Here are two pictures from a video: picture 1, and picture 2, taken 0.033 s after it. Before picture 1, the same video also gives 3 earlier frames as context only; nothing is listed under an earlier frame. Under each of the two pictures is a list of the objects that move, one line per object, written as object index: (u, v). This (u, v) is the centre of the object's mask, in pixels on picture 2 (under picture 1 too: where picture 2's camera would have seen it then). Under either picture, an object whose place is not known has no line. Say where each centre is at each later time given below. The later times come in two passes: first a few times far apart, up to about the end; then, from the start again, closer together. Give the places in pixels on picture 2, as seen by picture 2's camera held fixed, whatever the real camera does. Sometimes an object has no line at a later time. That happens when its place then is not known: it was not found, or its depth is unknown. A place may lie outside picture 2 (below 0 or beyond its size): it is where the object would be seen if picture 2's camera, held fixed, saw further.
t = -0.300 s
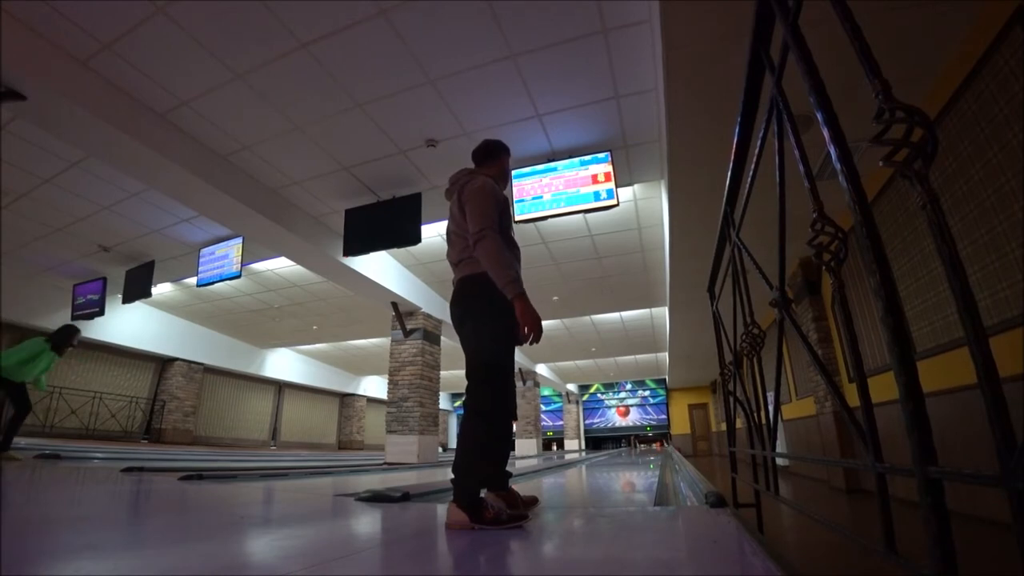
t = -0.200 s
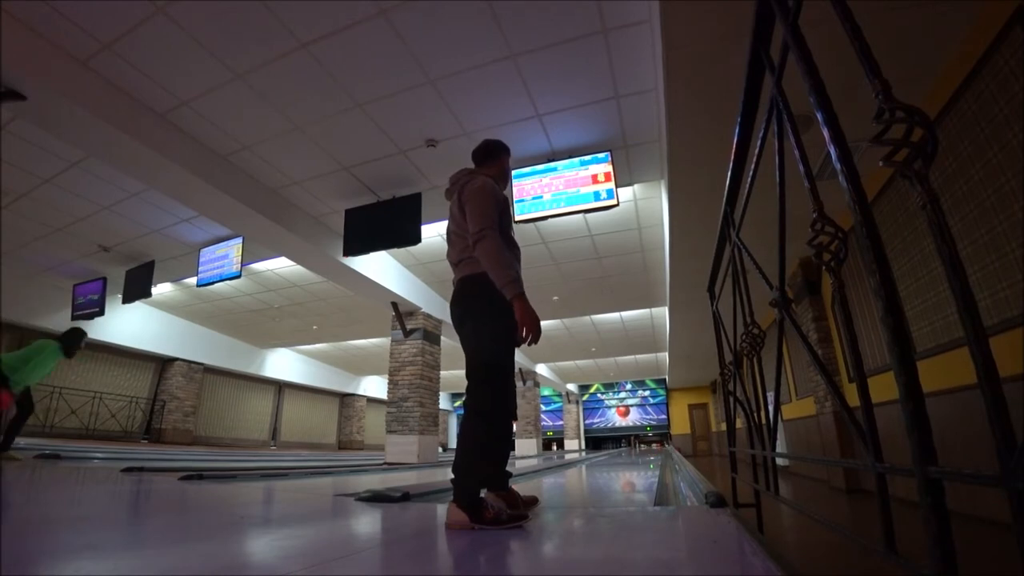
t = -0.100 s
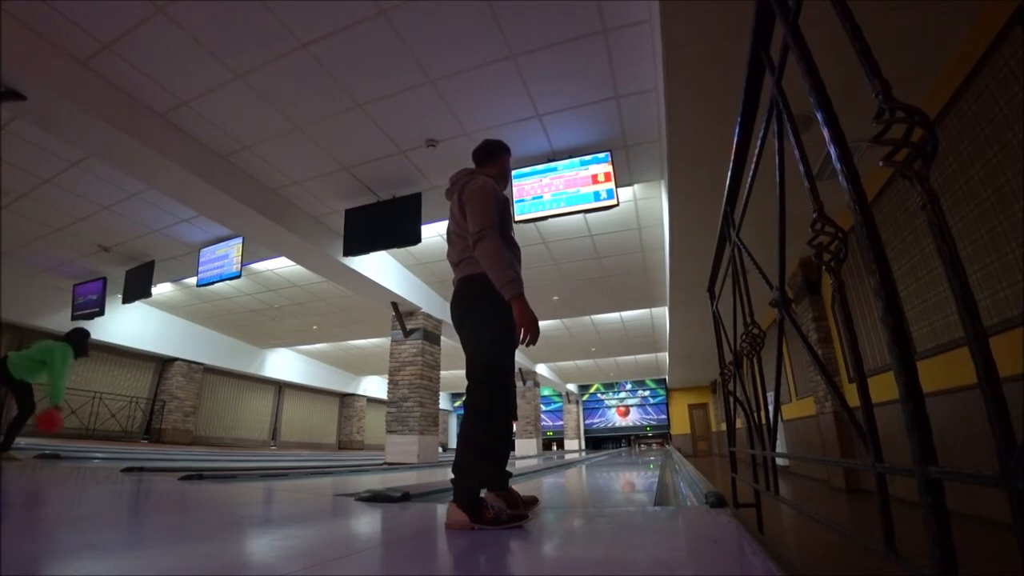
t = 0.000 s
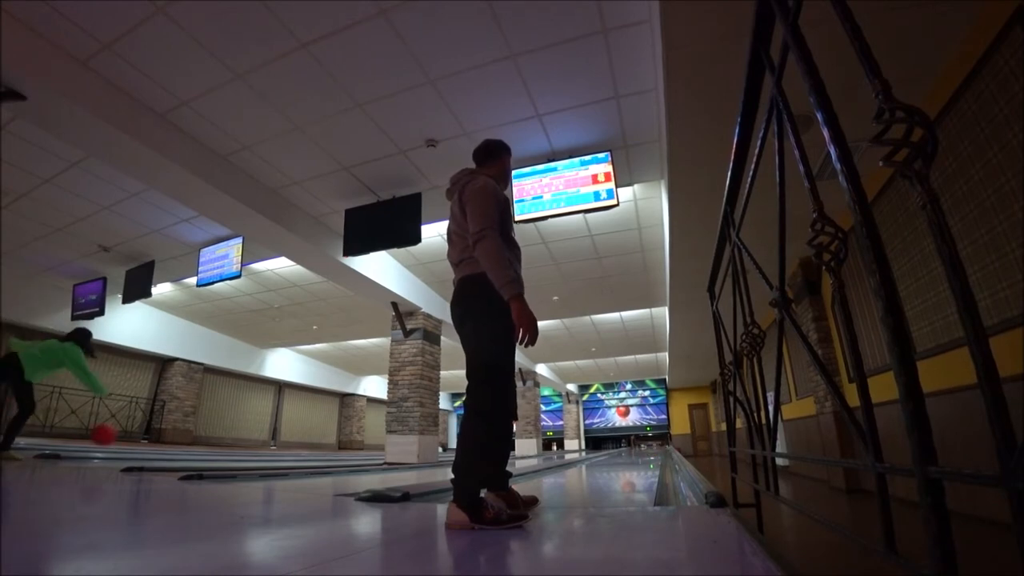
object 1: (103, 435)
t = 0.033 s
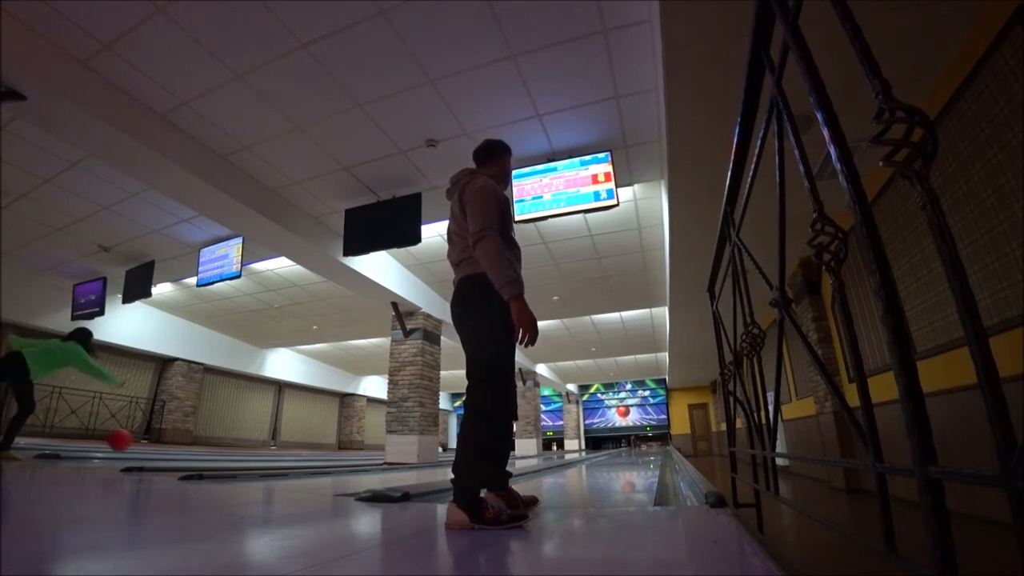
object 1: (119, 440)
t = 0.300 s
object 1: (228, 455)
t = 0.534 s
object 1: (294, 456)
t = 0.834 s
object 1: (352, 456)
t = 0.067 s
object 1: (134, 446)
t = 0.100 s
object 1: (149, 453)
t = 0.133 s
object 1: (165, 452)
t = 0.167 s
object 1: (179, 452)
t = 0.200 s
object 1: (192, 452)
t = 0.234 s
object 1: (204, 454)
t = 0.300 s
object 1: (228, 455)
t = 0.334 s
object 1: (239, 456)
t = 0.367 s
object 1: (250, 456)
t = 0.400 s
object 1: (259, 456)
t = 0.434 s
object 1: (269, 456)
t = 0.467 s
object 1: (277, 456)
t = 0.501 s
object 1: (286, 457)
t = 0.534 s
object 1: (294, 456)
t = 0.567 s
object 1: (302, 456)
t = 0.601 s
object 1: (309, 456)
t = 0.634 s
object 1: (316, 456)
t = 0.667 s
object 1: (323, 456)
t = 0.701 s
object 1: (329, 456)
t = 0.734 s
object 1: (335, 456)
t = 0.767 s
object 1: (341, 456)
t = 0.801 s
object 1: (347, 456)
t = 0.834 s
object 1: (352, 456)
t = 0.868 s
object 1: (358, 456)
